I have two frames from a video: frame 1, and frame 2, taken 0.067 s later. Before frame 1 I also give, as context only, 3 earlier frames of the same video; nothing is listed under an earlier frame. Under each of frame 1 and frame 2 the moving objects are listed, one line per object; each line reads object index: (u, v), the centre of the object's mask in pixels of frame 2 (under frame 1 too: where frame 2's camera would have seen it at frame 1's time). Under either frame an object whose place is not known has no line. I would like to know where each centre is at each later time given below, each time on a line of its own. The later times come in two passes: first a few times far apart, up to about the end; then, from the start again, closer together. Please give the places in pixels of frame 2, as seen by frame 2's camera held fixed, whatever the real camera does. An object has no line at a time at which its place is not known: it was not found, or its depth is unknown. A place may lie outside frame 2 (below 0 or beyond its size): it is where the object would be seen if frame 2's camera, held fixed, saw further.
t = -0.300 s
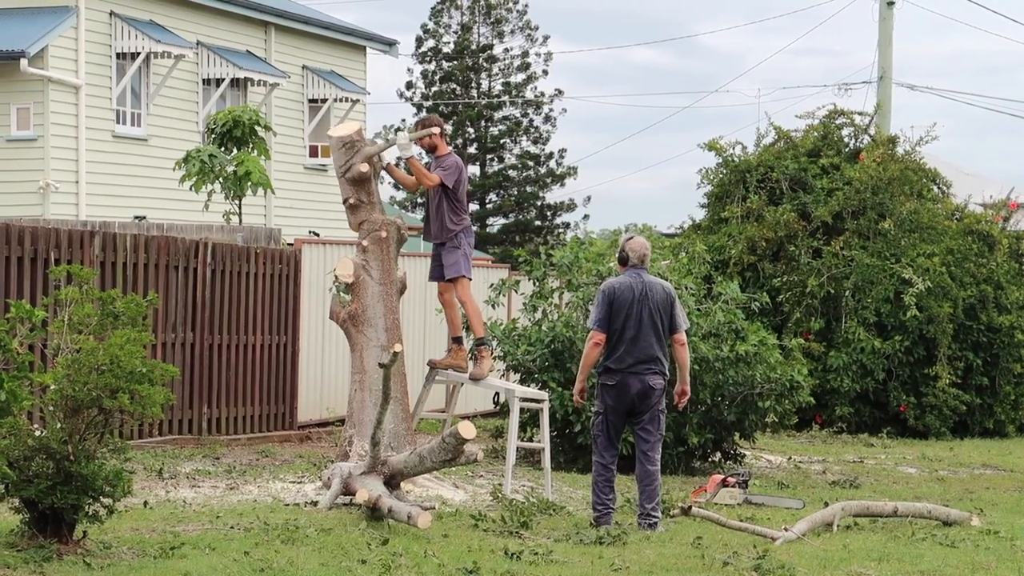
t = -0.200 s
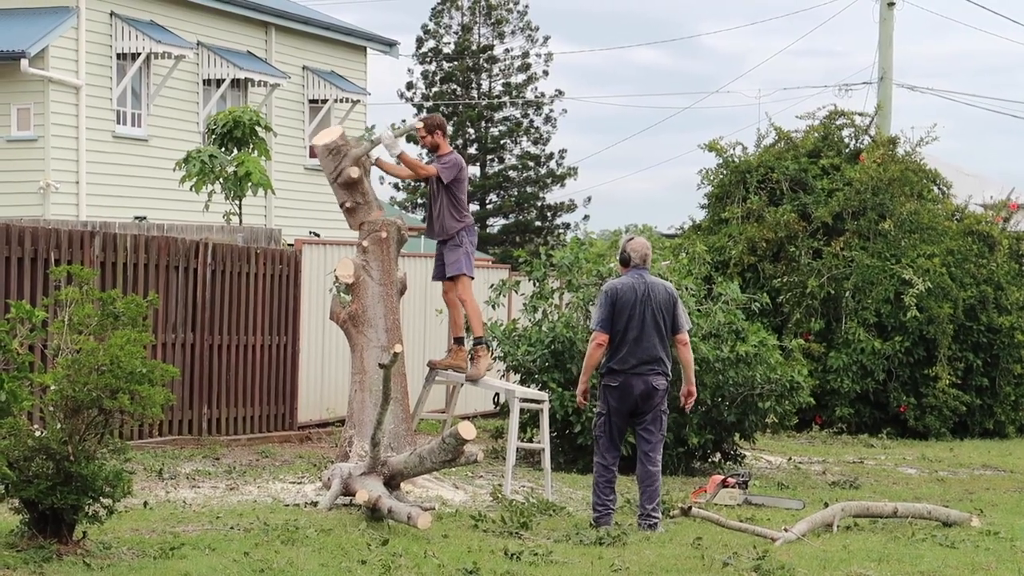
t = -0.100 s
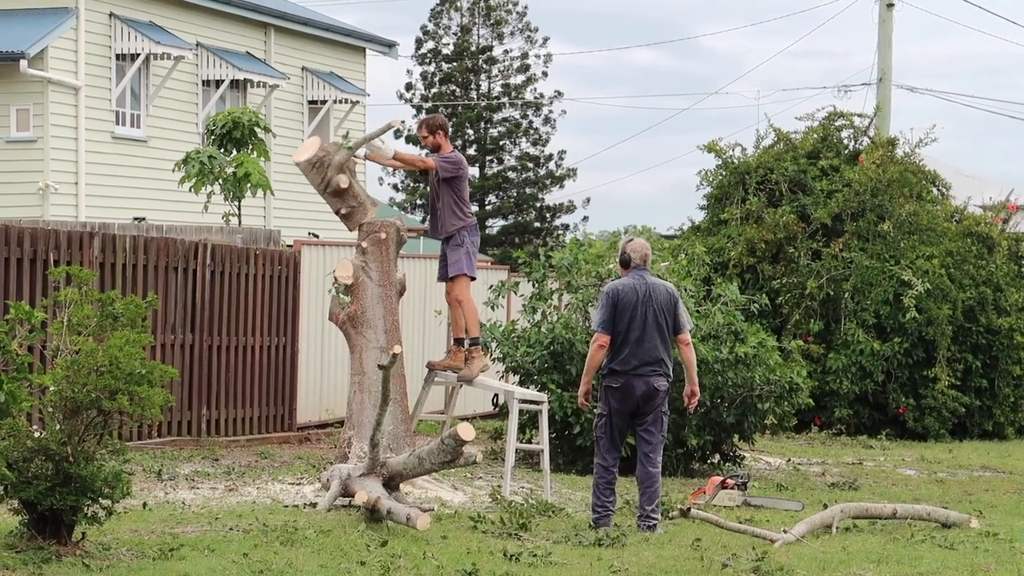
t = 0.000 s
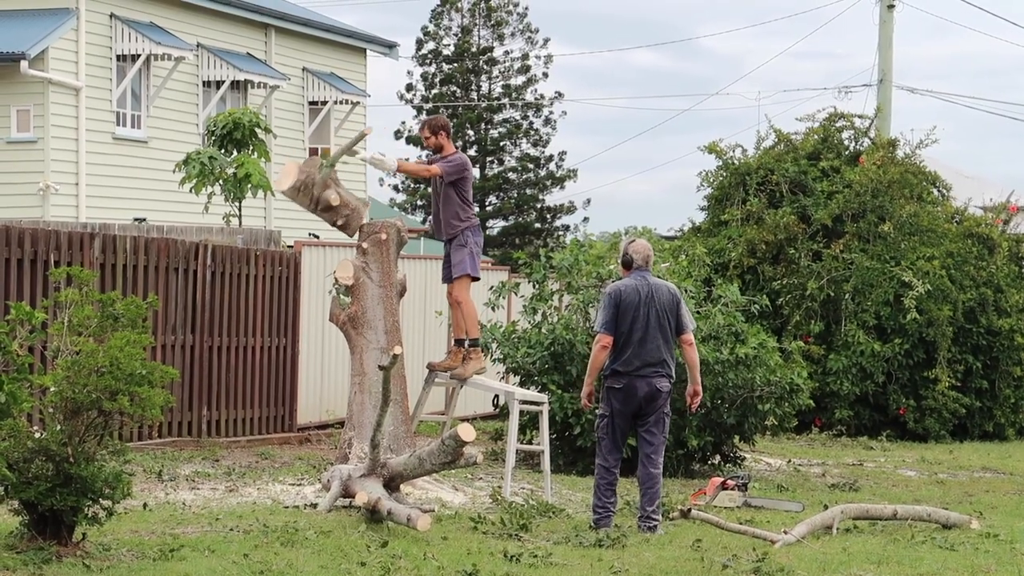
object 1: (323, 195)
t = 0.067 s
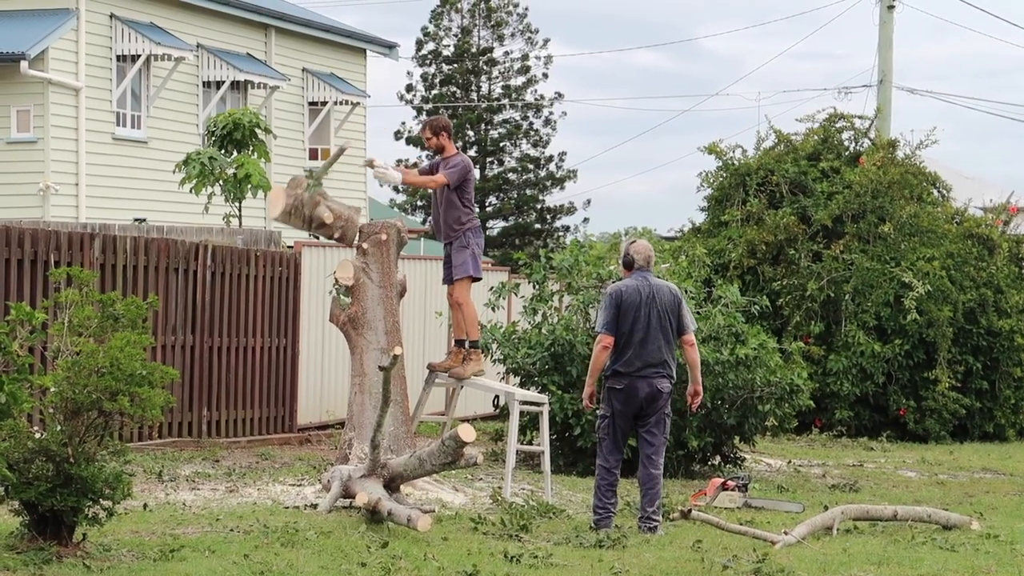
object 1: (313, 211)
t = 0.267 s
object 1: (289, 287)
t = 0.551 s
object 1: (268, 408)
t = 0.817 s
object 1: (288, 439)
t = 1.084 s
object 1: (316, 407)
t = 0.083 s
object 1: (311, 216)
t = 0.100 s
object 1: (308, 222)
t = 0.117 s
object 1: (307, 228)
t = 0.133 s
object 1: (304, 234)
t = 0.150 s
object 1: (301, 240)
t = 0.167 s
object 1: (299, 246)
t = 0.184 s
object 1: (296, 253)
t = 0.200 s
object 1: (294, 259)
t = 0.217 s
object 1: (291, 265)
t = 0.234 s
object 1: (288, 273)
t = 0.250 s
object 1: (291, 279)
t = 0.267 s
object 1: (289, 287)
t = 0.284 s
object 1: (289, 293)
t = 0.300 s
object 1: (286, 300)
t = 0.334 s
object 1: (271, 319)
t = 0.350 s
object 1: (279, 323)
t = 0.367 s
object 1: (277, 332)
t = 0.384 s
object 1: (274, 341)
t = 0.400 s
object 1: (271, 351)
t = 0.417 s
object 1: (268, 362)
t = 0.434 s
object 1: (265, 373)
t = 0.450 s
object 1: (258, 389)
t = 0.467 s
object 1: (256, 399)
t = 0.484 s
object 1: (255, 408)
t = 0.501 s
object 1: (261, 406)
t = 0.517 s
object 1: (263, 407)
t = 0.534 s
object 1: (265, 408)
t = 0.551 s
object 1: (268, 408)
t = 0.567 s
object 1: (271, 408)
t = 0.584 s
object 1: (270, 414)
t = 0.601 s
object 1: (275, 409)
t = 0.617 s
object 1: (265, 421)
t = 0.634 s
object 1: (261, 422)
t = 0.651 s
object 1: (268, 420)
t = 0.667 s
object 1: (273, 420)
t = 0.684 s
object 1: (273, 422)
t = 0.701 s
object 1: (276, 422)
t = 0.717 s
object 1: (277, 424)
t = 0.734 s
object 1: (278, 426)
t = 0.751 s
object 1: (281, 428)
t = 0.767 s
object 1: (285, 431)
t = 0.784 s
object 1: (287, 434)
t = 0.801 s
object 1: (288, 437)
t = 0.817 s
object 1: (288, 439)
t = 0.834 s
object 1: (287, 437)
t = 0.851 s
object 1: (290, 435)
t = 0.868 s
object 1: (293, 434)
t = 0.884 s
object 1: (295, 430)
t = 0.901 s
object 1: (296, 427)
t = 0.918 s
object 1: (299, 424)
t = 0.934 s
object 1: (301, 421)
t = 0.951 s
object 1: (302, 418)
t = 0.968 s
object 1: (304, 417)
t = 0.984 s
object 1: (306, 414)
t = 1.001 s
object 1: (308, 413)
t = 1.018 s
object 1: (310, 412)
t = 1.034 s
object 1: (312, 412)
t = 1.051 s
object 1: (314, 410)
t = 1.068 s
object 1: (315, 409)
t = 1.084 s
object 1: (316, 407)
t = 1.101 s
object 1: (318, 405)
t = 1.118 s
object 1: (319, 403)
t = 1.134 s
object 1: (320, 402)
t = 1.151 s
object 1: (321, 401)
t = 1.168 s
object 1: (321, 401)
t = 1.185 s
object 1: (322, 401)
